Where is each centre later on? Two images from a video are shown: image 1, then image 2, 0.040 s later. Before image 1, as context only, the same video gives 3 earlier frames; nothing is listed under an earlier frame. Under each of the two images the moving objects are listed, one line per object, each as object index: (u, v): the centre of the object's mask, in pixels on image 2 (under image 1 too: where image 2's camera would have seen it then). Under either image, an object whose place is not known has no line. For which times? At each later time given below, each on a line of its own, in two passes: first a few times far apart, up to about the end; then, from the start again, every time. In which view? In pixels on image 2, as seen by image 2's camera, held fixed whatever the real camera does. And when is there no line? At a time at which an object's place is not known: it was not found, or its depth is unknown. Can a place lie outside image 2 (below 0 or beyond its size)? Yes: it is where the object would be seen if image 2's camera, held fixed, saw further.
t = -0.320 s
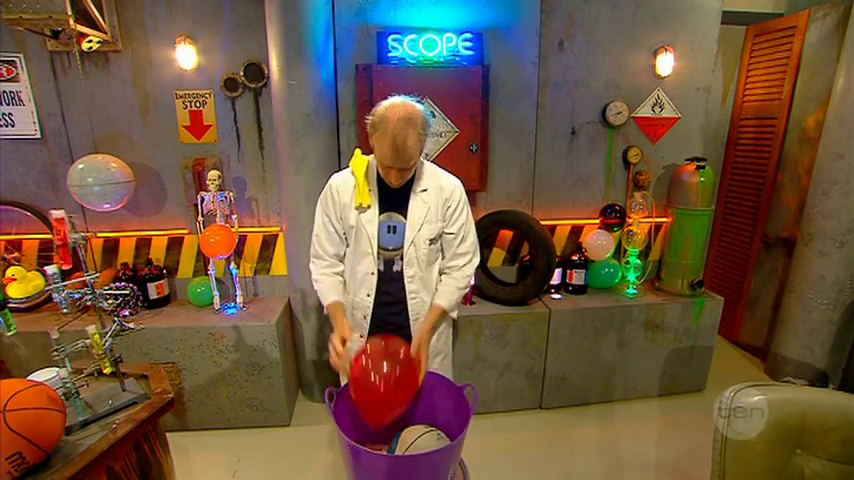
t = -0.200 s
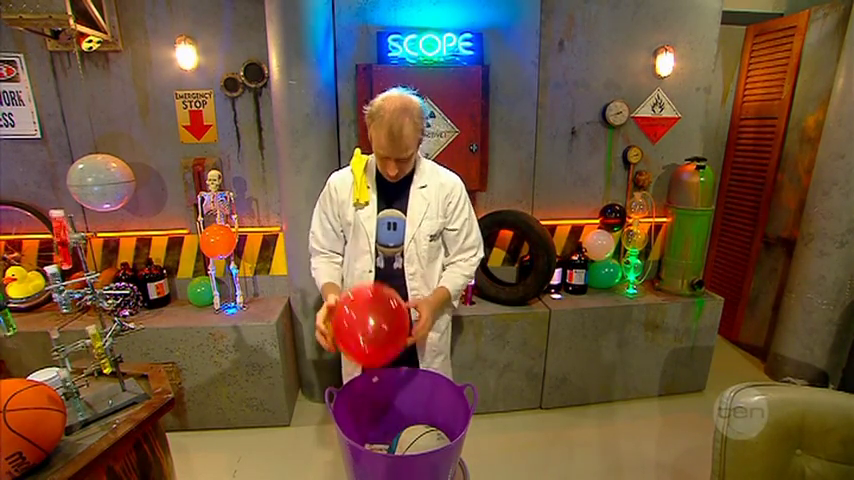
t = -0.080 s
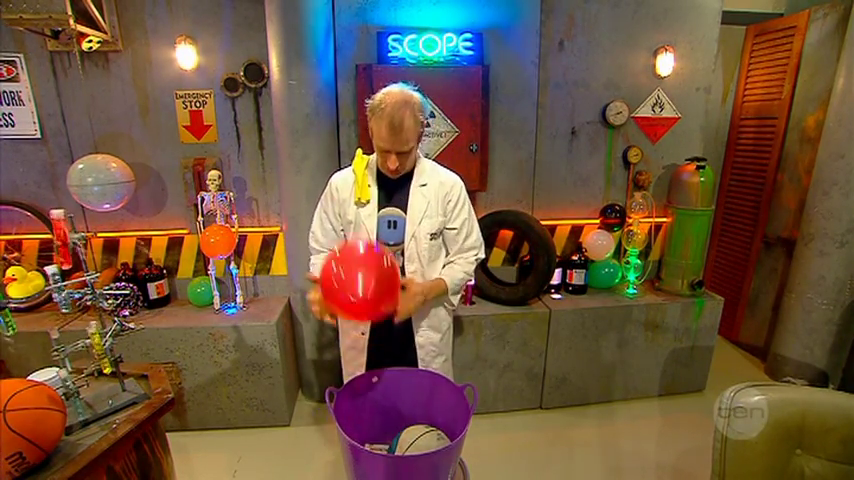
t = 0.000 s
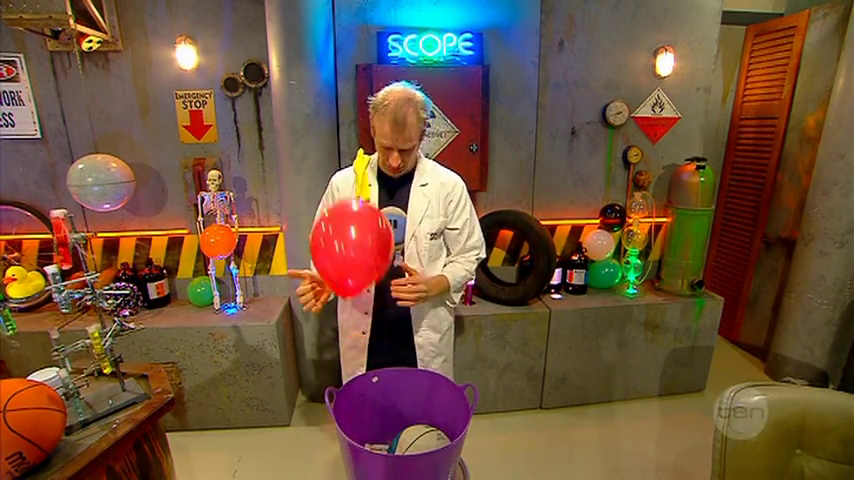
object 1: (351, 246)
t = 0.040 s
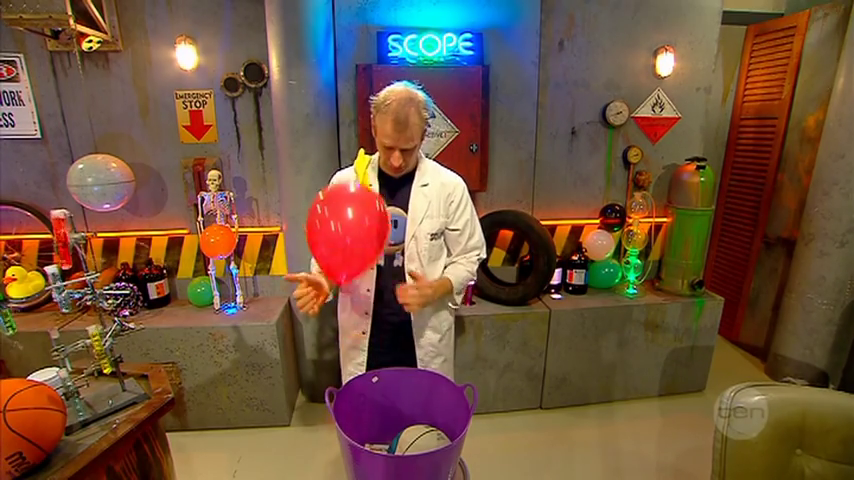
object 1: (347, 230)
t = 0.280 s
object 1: (331, 161)
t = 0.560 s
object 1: (316, 141)
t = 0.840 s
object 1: (309, 165)
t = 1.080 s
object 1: (317, 223)
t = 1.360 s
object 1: (331, 311)
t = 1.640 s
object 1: (363, 394)
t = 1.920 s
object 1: (432, 410)
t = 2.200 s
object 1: (496, 414)
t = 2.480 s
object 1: (546, 442)
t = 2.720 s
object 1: (570, 463)
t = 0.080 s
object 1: (344, 214)
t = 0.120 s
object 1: (341, 200)
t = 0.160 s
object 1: (339, 187)
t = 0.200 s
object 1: (336, 176)
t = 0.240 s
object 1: (334, 168)
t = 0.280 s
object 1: (331, 161)
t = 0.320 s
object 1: (328, 155)
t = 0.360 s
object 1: (326, 151)
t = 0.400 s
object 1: (324, 147)
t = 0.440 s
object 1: (322, 144)
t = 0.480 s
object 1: (320, 142)
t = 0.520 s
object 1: (318, 141)
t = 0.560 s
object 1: (316, 141)
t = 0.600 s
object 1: (314, 142)
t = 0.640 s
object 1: (313, 144)
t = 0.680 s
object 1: (312, 146)
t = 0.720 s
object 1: (310, 149)
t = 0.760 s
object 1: (310, 154)
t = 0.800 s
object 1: (309, 159)
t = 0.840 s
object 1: (309, 165)
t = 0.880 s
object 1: (310, 173)
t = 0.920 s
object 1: (311, 182)
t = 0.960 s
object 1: (312, 191)
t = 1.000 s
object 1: (314, 202)
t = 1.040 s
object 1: (316, 212)
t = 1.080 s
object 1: (317, 223)
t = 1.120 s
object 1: (319, 235)
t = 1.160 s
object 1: (321, 248)
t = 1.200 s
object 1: (323, 260)
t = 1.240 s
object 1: (325, 272)
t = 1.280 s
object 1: (326, 285)
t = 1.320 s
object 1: (329, 297)
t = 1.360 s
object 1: (331, 311)
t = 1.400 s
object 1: (334, 324)
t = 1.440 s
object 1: (336, 337)
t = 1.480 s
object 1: (339, 351)
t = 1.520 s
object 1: (343, 364)
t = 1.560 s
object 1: (346, 378)
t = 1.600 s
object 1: (353, 387)
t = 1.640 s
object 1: (363, 394)
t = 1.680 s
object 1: (373, 400)
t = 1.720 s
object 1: (383, 405)
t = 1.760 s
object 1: (394, 409)
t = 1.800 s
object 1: (404, 412)
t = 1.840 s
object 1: (414, 414)
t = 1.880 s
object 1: (423, 412)
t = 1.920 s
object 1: (432, 410)
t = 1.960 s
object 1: (442, 408)
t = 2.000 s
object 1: (451, 408)
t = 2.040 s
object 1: (460, 408)
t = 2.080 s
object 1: (469, 408)
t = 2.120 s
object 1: (479, 410)
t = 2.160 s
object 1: (487, 411)
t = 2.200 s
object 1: (496, 414)
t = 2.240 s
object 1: (504, 417)
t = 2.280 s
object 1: (512, 421)
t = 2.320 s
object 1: (520, 425)
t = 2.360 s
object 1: (528, 429)
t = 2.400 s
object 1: (535, 434)
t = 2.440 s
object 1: (541, 438)
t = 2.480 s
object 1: (546, 442)
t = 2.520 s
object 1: (551, 445)
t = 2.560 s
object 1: (555, 449)
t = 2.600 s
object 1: (560, 453)
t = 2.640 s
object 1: (563, 456)
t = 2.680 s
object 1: (567, 459)
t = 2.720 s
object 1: (570, 463)
